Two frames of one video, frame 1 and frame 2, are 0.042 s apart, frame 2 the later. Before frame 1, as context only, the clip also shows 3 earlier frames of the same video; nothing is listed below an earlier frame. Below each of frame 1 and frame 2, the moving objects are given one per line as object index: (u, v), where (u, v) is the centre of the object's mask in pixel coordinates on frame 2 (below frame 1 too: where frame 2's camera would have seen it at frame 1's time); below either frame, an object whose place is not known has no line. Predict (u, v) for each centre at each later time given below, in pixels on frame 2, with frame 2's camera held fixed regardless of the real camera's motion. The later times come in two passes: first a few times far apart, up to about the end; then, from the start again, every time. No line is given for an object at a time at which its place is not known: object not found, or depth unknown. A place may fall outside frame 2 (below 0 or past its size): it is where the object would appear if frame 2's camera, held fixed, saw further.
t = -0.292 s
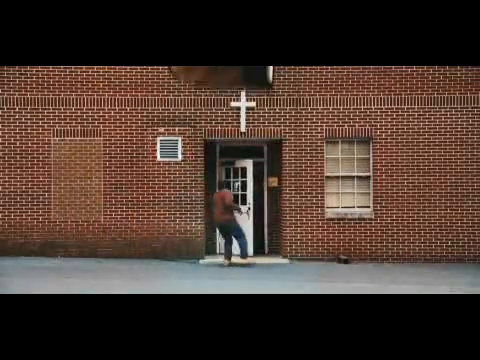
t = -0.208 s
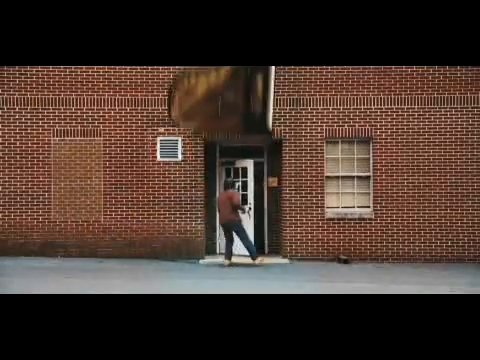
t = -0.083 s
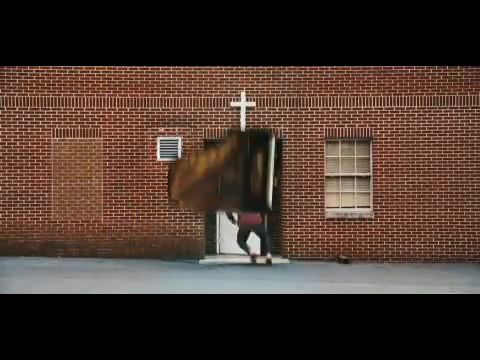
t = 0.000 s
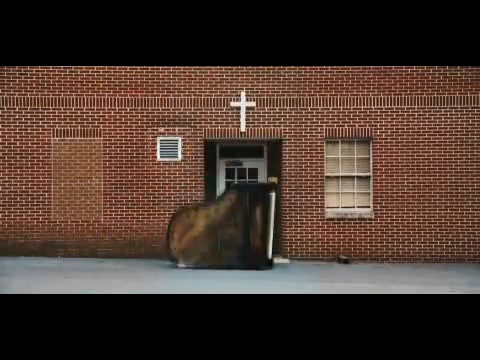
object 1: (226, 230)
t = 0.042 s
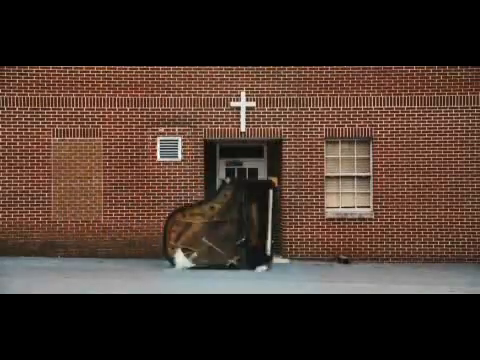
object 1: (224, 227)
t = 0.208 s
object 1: (211, 218)
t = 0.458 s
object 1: (197, 218)
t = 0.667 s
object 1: (190, 227)
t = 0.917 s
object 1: (187, 253)
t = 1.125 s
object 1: (177, 265)
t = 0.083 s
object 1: (221, 223)
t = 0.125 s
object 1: (217, 221)
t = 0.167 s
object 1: (215, 219)
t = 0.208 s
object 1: (211, 218)
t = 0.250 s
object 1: (209, 218)
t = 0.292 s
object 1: (206, 217)
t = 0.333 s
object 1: (205, 217)
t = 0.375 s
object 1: (201, 217)
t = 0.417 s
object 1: (199, 218)
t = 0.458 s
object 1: (197, 218)
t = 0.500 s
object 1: (195, 220)
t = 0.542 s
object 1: (193, 222)
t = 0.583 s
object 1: (192, 224)
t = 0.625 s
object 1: (191, 225)
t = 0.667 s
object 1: (190, 227)
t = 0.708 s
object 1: (190, 231)
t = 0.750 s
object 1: (191, 232)
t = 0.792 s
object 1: (191, 238)
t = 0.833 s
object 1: (191, 243)
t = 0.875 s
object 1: (189, 247)
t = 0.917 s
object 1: (187, 253)
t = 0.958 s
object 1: (182, 260)
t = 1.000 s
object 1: (177, 265)
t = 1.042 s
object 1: (177, 265)
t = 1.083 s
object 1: (177, 265)
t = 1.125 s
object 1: (177, 265)
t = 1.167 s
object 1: (177, 265)
